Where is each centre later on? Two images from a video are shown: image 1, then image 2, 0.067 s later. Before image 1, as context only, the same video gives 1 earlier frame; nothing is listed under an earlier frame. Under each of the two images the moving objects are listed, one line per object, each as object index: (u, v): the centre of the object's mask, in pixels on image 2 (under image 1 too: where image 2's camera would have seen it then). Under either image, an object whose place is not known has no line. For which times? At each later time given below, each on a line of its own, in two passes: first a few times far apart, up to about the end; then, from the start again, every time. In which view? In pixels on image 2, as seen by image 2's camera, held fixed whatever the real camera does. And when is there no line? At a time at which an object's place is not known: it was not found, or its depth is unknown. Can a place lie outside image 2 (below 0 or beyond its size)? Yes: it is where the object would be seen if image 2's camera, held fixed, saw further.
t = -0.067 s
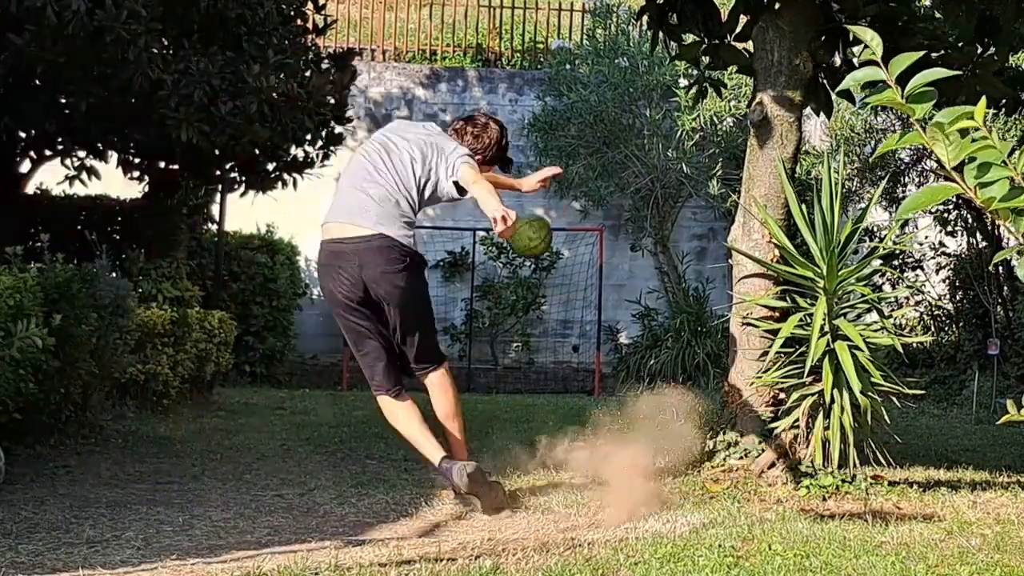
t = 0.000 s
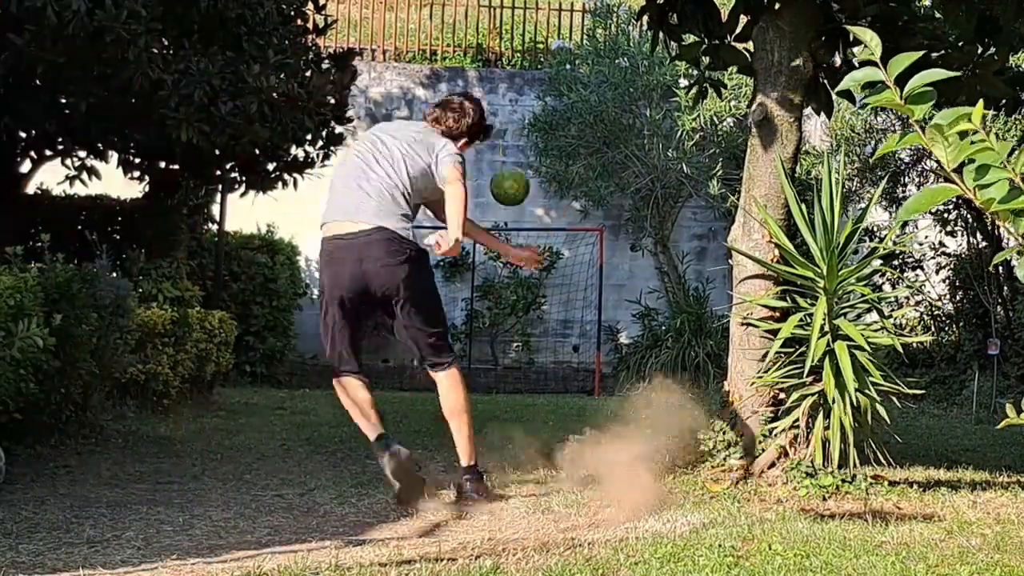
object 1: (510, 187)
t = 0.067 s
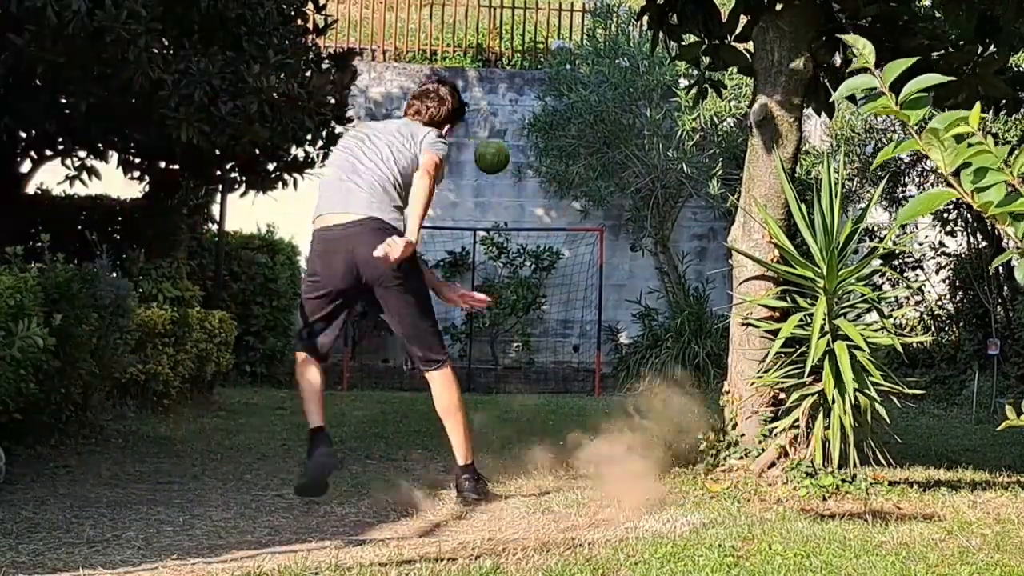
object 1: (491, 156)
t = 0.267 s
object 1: (445, 136)
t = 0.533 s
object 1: (393, 193)
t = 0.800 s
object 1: (358, 276)
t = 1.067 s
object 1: (433, 343)
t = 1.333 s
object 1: (470, 368)
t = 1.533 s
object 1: (482, 364)
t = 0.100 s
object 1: (483, 147)
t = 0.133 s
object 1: (475, 141)
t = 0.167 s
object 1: (467, 137)
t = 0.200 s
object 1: (459, 135)
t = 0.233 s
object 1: (452, 134)
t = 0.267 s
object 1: (445, 136)
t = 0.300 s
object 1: (437, 139)
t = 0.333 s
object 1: (430, 144)
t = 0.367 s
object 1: (424, 150)
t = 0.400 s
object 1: (418, 155)
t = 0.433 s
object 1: (411, 164)
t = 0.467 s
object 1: (405, 173)
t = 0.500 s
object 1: (399, 182)
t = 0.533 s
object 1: (393, 193)
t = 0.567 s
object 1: (386, 204)
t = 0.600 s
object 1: (381, 216)
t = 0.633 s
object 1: (376, 226)
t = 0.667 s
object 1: (369, 239)
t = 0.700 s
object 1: (365, 253)
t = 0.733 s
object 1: (361, 266)
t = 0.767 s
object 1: (357, 274)
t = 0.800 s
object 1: (358, 276)
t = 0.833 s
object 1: (363, 276)
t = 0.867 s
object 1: (371, 282)
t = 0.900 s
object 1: (382, 290)
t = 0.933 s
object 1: (392, 299)
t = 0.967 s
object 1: (403, 310)
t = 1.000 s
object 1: (413, 319)
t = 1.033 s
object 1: (423, 331)
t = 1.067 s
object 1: (433, 343)
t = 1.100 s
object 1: (442, 355)
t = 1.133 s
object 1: (451, 367)
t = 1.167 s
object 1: (458, 375)
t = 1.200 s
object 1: (461, 384)
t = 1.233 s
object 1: (464, 383)
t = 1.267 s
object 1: (466, 377)
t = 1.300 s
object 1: (468, 372)
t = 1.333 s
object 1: (470, 368)
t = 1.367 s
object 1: (472, 365)
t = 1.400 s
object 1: (474, 364)
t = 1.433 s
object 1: (476, 362)
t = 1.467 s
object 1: (478, 361)
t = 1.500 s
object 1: (479, 362)
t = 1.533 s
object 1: (482, 364)
